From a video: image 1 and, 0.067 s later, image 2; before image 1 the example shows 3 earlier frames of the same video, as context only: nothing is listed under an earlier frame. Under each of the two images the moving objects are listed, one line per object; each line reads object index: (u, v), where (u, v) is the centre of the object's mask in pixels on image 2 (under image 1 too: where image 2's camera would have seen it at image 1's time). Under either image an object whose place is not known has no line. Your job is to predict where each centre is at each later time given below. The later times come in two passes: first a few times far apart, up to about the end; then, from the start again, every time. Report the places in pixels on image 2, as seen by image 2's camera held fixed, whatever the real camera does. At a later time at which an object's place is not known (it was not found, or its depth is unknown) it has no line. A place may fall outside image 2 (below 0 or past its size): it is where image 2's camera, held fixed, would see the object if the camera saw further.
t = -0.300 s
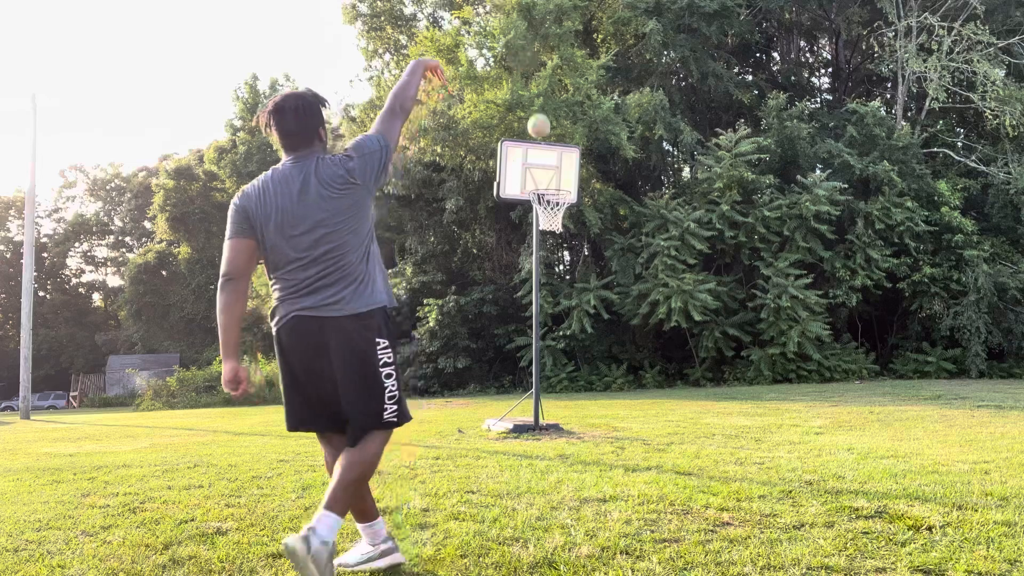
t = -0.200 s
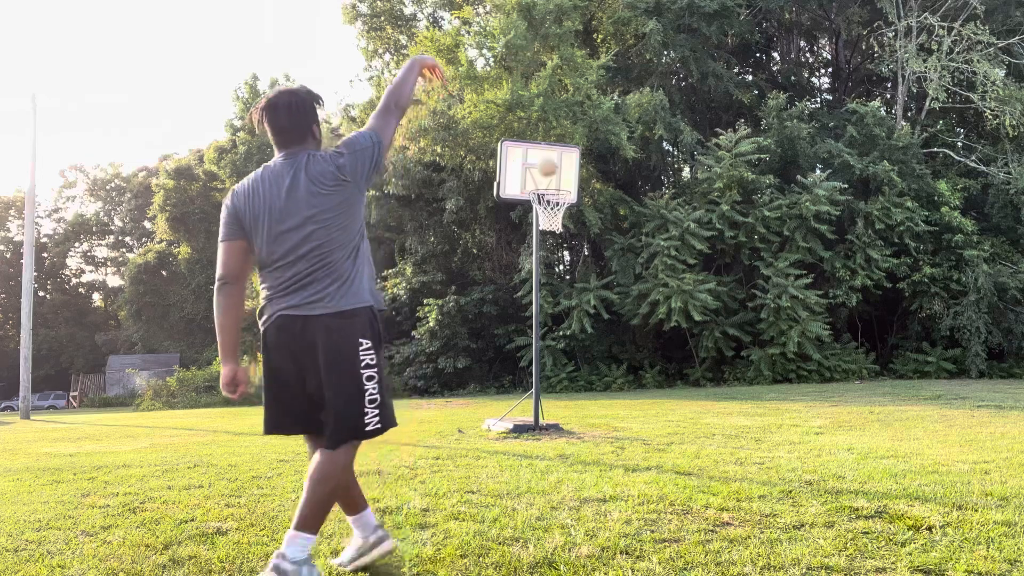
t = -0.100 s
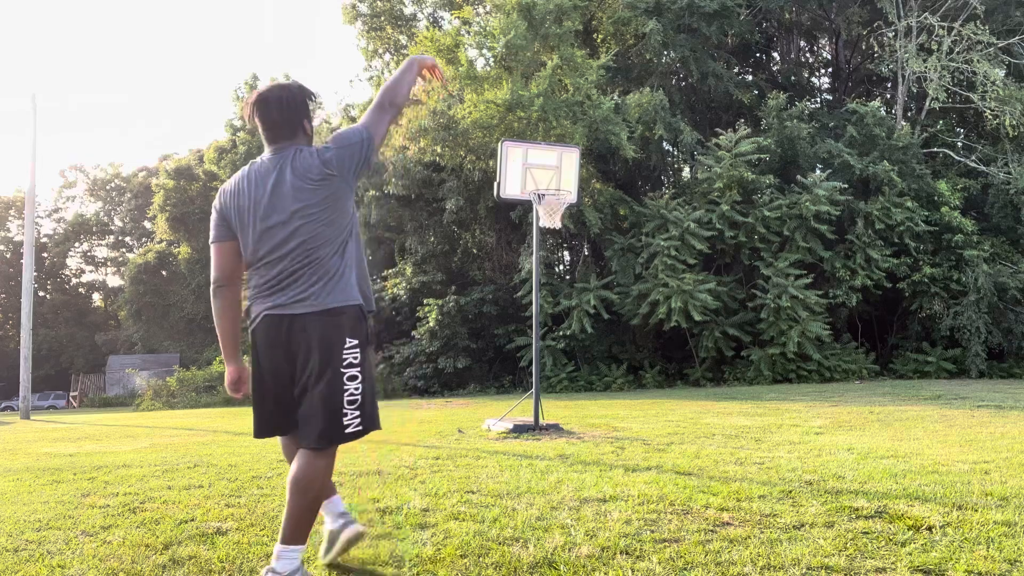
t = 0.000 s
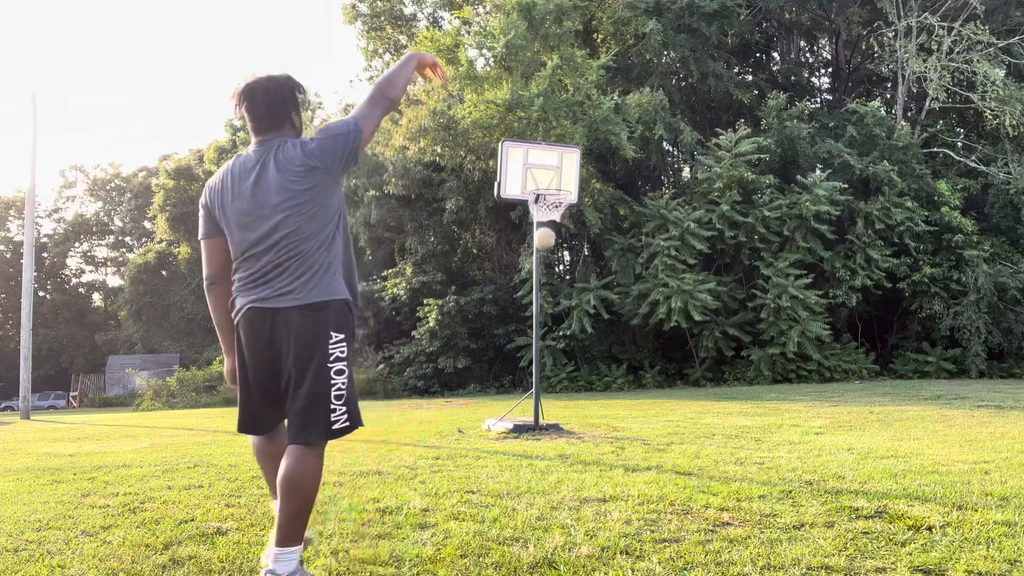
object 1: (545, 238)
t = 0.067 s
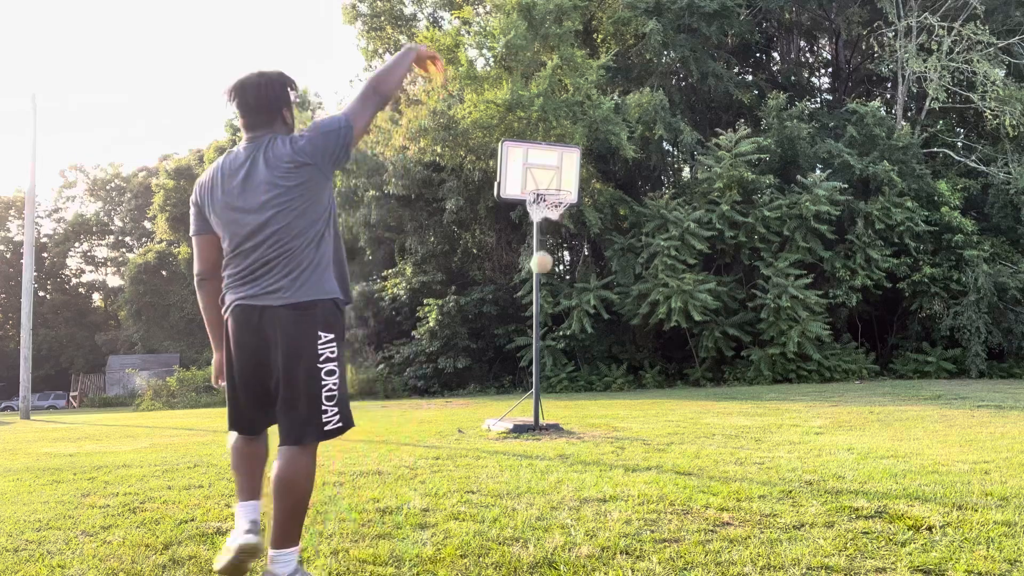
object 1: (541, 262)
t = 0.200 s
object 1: (536, 323)
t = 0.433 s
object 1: (528, 418)
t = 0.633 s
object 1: (522, 359)
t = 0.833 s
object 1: (517, 335)
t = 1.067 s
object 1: (513, 357)
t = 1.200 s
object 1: (512, 395)
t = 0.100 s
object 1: (540, 276)
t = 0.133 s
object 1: (538, 291)
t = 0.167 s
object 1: (537, 306)
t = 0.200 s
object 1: (536, 323)
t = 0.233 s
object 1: (534, 340)
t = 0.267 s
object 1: (533, 359)
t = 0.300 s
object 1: (532, 378)
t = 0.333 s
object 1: (530, 398)
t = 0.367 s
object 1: (529, 421)
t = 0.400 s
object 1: (528, 429)
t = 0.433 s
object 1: (528, 418)
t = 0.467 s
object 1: (527, 404)
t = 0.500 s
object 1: (524, 393)
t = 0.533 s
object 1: (523, 383)
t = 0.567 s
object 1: (523, 374)
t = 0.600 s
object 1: (522, 365)
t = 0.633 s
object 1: (522, 359)
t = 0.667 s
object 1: (520, 352)
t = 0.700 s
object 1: (520, 346)
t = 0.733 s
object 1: (519, 342)
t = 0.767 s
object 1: (518, 339)
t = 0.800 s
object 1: (517, 336)
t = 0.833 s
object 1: (517, 335)
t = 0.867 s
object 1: (516, 335)
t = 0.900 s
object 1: (516, 336)
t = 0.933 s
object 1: (515, 337)
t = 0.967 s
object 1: (514, 341)
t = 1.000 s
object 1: (514, 345)
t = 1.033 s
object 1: (514, 350)
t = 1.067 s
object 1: (513, 357)
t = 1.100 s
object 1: (513, 365)
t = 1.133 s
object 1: (513, 374)
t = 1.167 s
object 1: (512, 384)
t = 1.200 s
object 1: (512, 395)
